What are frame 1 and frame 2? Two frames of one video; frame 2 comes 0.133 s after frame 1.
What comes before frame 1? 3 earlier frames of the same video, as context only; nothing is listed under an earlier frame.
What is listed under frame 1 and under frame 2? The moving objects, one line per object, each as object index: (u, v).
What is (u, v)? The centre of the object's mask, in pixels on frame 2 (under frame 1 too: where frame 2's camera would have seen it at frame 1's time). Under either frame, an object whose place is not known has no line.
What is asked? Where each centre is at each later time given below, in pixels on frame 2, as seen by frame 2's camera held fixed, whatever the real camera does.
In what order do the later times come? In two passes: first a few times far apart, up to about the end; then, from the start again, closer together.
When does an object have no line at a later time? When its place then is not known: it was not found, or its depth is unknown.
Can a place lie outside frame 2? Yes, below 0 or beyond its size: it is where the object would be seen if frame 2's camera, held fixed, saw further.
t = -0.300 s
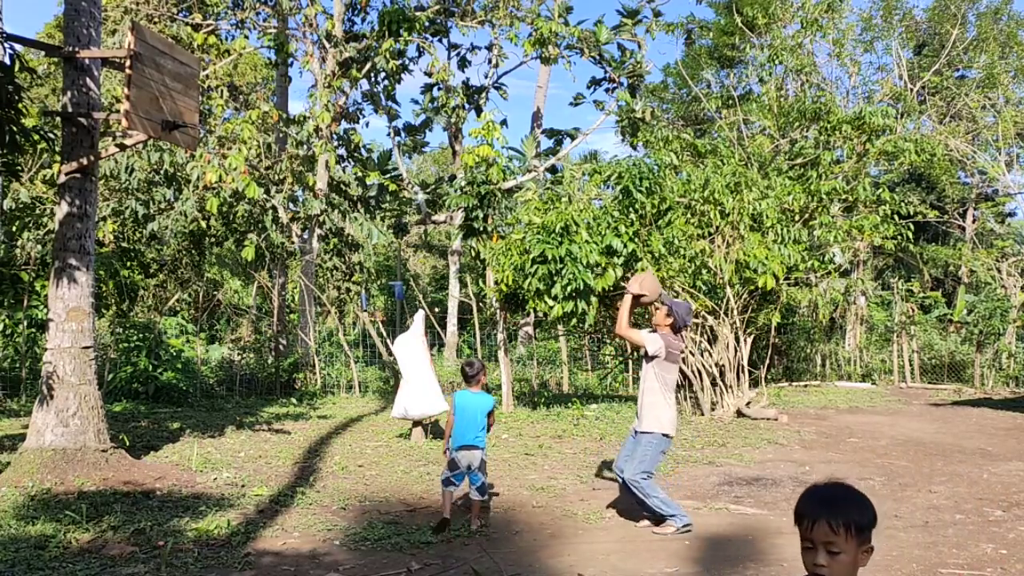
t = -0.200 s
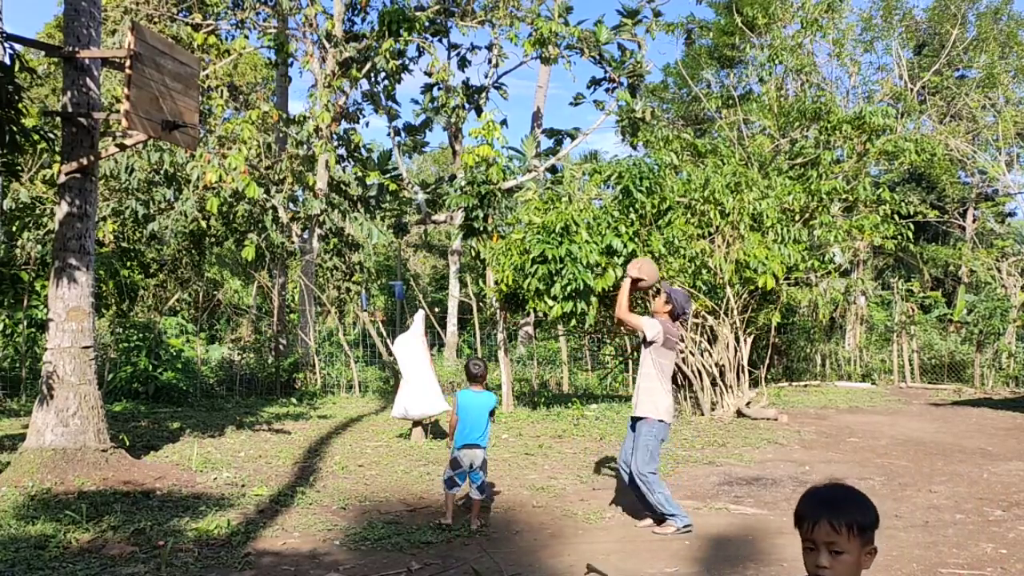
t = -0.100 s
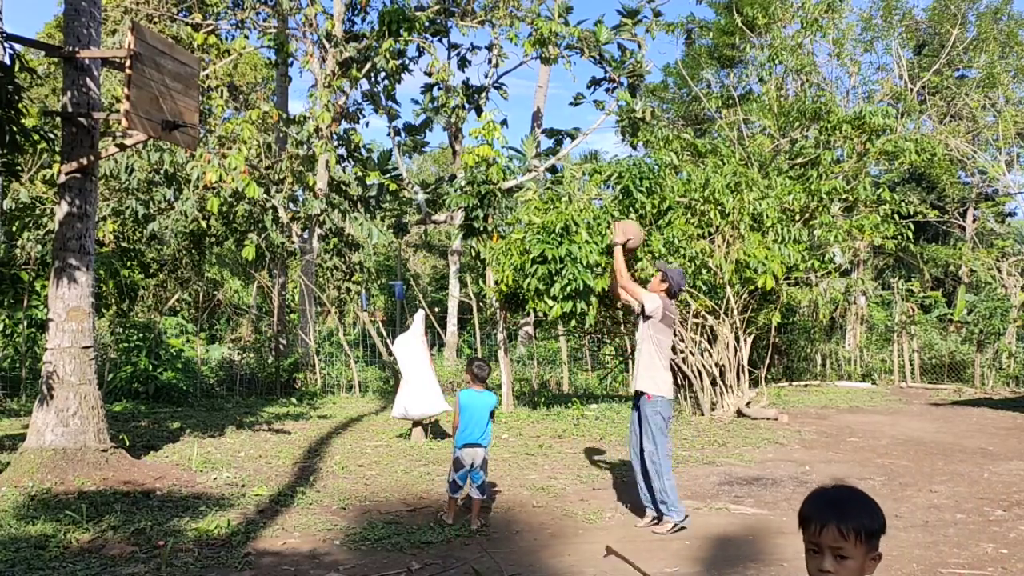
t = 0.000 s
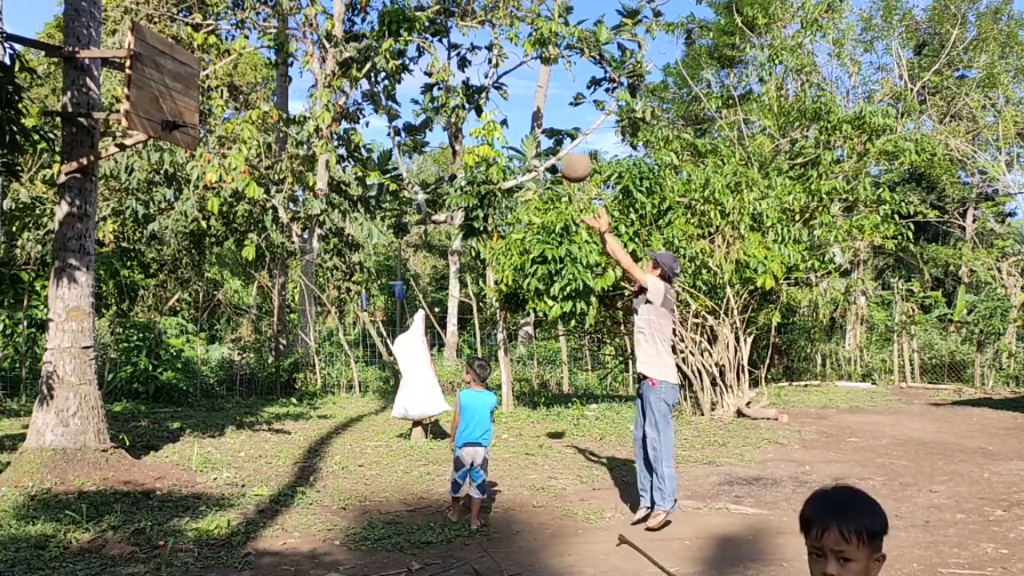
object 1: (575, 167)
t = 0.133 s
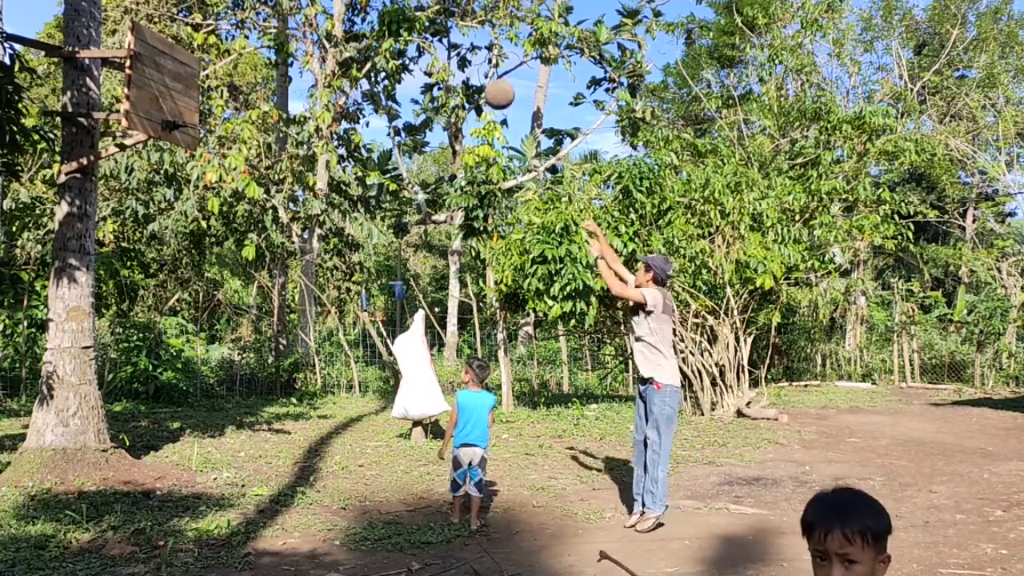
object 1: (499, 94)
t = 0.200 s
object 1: (462, 69)
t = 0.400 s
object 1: (359, 30)
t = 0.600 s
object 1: (265, 49)
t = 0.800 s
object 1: (175, 113)
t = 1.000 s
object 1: (215, 75)
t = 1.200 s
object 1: (253, 86)
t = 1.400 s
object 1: (289, 142)
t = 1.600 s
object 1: (321, 247)
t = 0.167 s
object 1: (481, 80)
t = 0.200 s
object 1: (462, 69)
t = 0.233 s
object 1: (445, 58)
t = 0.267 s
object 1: (427, 50)
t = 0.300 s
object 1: (410, 42)
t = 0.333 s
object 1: (393, 37)
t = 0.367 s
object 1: (376, 33)
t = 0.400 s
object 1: (359, 30)
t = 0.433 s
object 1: (345, 30)
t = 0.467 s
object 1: (327, 30)
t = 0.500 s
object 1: (311, 33)
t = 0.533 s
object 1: (295, 37)
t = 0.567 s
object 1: (281, 41)
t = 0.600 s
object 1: (265, 49)
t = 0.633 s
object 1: (250, 56)
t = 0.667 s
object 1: (235, 64)
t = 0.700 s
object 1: (220, 73)
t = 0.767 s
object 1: (191, 98)
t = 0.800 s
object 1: (175, 113)
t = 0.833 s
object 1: (183, 103)
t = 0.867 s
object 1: (190, 95)
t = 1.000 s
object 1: (215, 75)
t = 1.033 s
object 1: (222, 73)
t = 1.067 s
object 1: (228, 73)
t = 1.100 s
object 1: (234, 75)
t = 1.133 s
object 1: (241, 76)
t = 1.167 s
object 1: (246, 80)
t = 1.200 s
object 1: (253, 86)
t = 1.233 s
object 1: (259, 92)
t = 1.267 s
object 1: (264, 100)
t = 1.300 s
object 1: (270, 109)
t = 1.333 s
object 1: (277, 119)
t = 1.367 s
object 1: (283, 130)
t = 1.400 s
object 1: (289, 142)
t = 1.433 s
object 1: (295, 156)
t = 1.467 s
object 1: (300, 172)
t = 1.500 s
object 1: (306, 189)
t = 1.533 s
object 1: (310, 207)
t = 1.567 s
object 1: (317, 227)
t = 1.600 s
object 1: (321, 247)
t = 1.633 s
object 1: (327, 269)
